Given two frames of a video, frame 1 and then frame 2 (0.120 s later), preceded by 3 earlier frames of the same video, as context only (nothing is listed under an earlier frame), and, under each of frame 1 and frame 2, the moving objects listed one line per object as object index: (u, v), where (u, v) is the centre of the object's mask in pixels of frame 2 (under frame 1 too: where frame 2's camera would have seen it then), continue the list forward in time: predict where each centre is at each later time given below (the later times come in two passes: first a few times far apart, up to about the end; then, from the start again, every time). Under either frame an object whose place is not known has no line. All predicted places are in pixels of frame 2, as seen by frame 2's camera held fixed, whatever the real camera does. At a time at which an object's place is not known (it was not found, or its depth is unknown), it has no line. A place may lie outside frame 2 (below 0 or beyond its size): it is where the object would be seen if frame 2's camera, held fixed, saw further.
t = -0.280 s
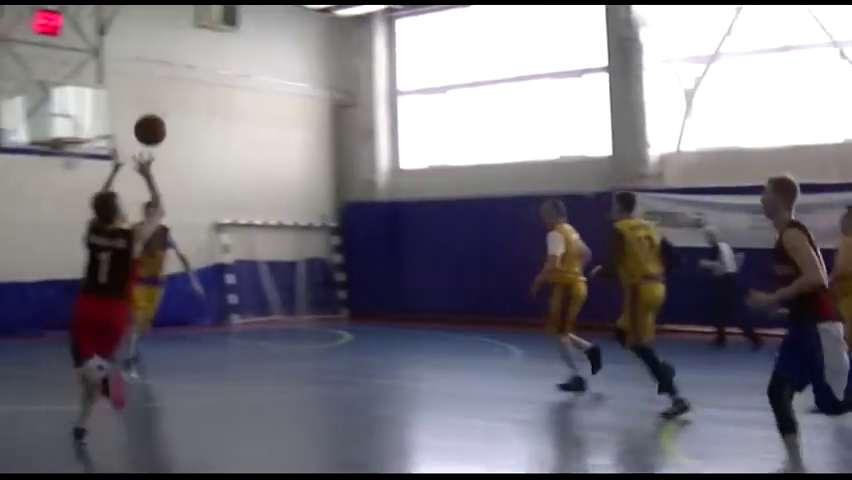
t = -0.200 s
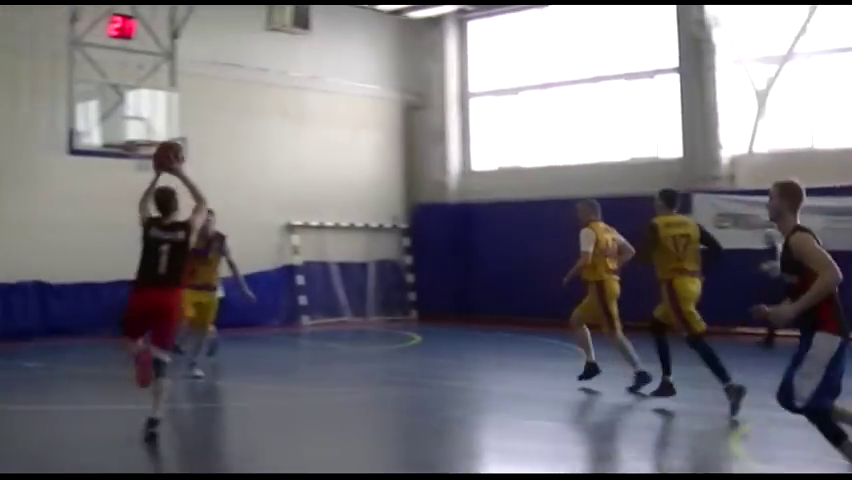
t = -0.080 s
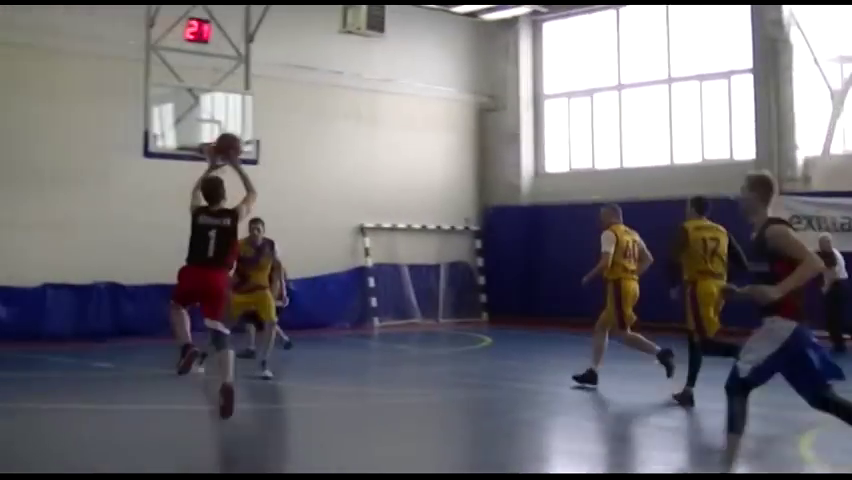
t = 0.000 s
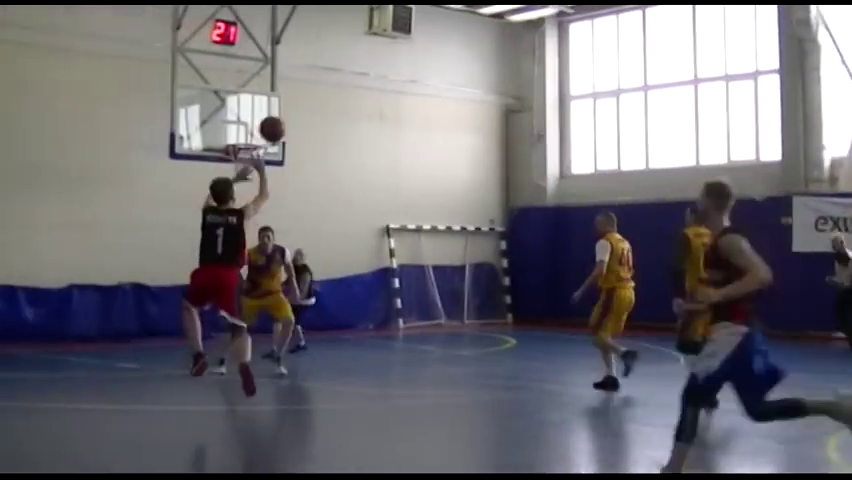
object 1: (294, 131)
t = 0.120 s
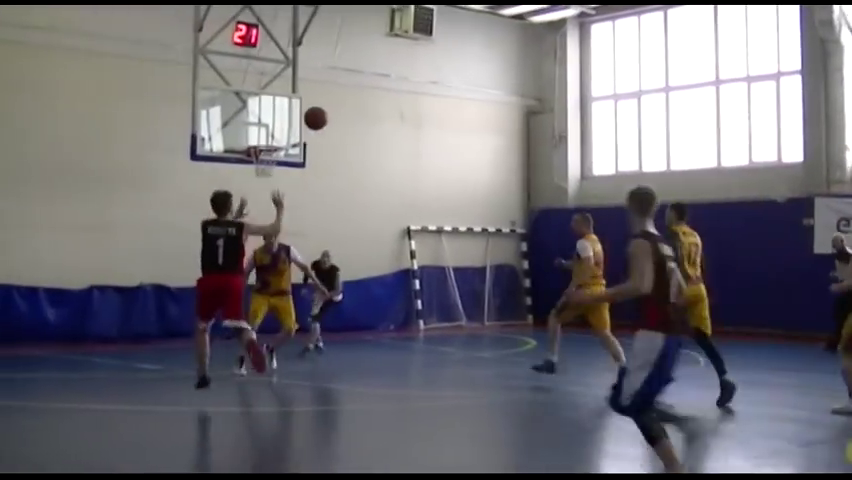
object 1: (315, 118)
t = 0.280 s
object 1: (339, 124)
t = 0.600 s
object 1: (371, 185)
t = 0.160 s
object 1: (322, 117)
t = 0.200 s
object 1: (328, 118)
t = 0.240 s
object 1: (334, 120)
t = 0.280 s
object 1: (339, 124)
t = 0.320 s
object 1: (344, 128)
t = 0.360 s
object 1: (349, 134)
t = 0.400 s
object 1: (353, 141)
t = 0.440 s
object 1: (357, 148)
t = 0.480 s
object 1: (361, 156)
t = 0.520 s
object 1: (365, 165)
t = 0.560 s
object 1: (368, 175)
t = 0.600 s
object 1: (371, 185)
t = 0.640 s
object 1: (375, 196)
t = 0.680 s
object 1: (378, 208)
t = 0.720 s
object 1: (381, 220)
